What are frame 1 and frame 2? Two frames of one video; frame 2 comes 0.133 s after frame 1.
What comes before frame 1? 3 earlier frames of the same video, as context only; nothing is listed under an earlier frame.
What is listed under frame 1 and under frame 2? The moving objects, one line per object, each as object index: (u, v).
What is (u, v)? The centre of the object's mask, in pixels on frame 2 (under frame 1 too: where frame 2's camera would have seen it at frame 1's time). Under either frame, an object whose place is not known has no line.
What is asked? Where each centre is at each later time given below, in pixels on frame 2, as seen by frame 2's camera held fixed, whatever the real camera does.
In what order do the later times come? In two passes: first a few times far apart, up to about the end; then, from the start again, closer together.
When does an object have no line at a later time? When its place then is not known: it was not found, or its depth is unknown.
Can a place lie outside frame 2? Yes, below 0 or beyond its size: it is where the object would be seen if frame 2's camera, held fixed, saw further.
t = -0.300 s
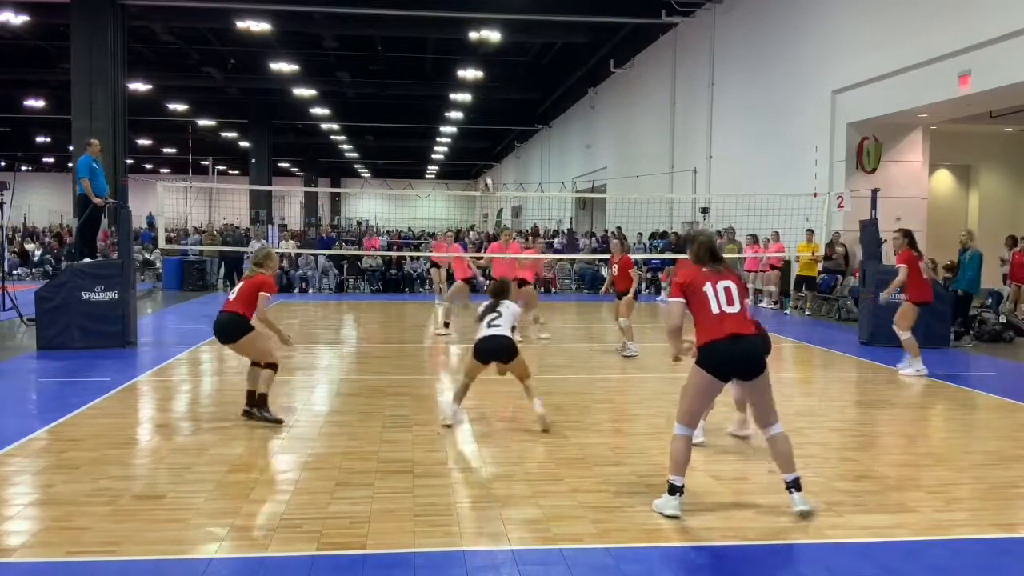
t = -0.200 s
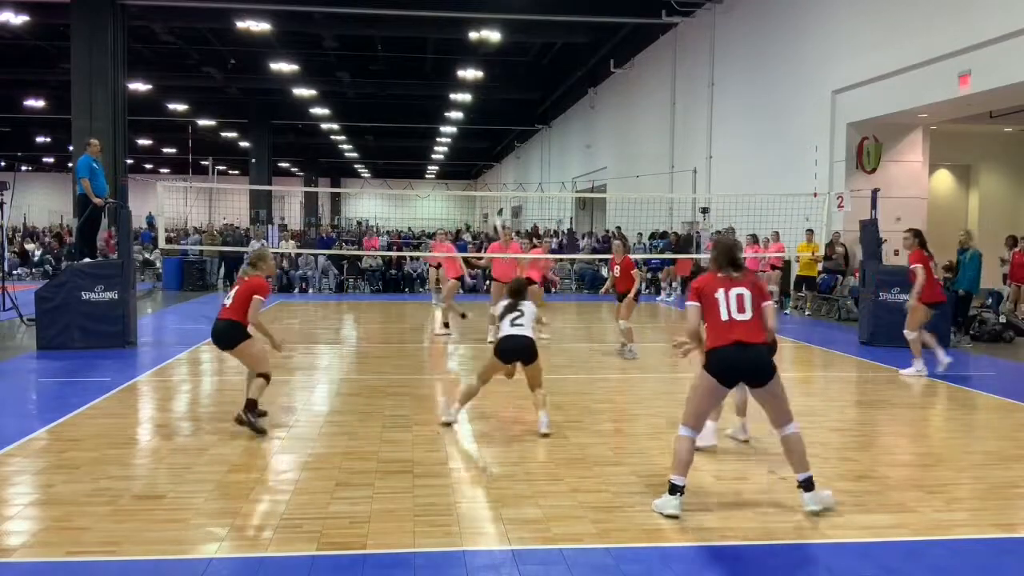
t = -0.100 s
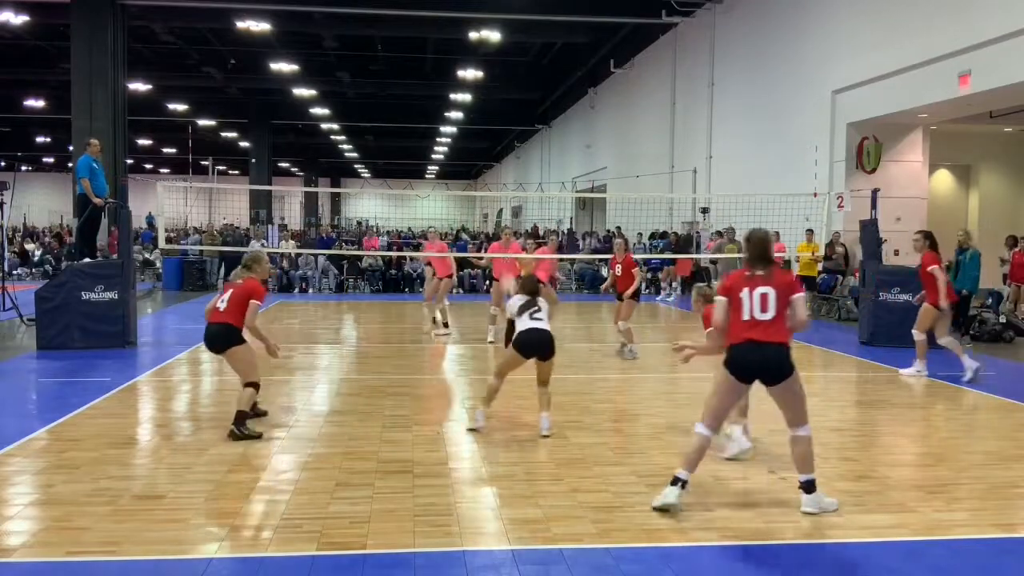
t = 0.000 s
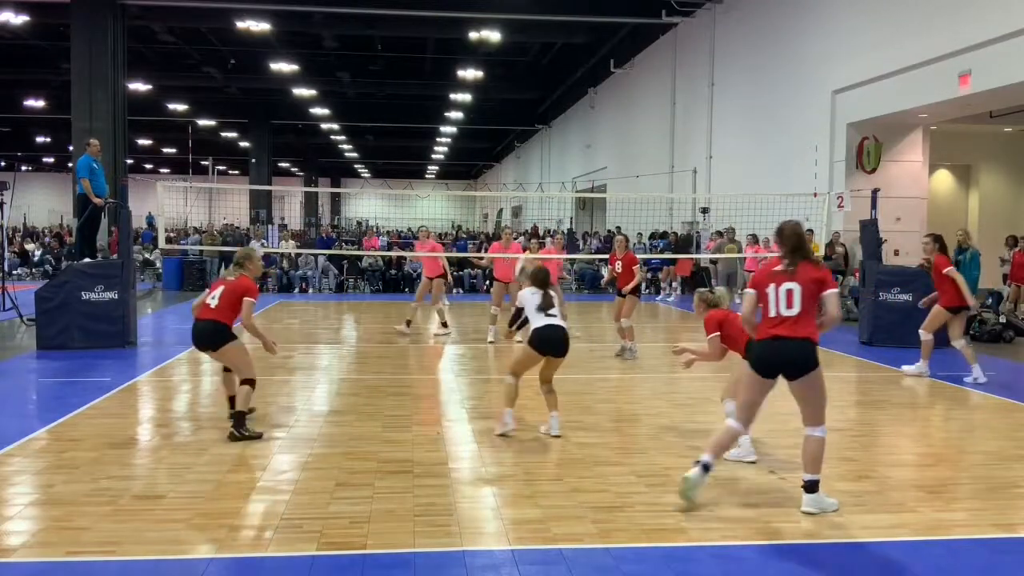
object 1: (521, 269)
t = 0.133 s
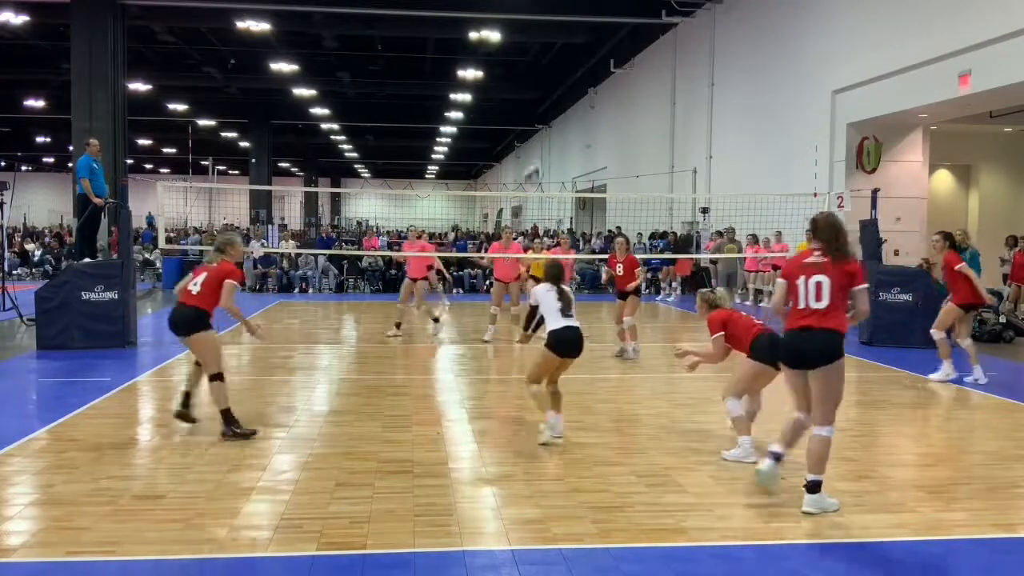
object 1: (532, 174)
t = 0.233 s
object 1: (540, 118)
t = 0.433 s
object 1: (550, 52)
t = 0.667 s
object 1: (560, 26)
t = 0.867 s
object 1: (567, 43)
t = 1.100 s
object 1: (573, 96)
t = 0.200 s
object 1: (539, 135)
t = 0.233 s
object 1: (540, 118)
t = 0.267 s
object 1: (542, 105)
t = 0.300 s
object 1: (544, 92)
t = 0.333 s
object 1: (546, 79)
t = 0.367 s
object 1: (547, 69)
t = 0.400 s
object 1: (549, 60)
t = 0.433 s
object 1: (550, 52)
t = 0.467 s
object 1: (552, 44)
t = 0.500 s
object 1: (554, 39)
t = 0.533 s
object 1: (555, 34)
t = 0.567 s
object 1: (557, 31)
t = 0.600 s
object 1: (558, 28)
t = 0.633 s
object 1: (559, 27)
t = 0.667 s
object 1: (560, 26)
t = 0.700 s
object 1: (561, 27)
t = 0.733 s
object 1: (563, 28)
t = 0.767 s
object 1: (564, 31)
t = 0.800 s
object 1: (565, 34)
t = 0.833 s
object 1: (566, 38)
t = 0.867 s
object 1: (567, 43)
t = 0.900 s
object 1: (568, 48)
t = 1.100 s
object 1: (573, 96)
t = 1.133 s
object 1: (574, 105)
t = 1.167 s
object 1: (575, 116)
